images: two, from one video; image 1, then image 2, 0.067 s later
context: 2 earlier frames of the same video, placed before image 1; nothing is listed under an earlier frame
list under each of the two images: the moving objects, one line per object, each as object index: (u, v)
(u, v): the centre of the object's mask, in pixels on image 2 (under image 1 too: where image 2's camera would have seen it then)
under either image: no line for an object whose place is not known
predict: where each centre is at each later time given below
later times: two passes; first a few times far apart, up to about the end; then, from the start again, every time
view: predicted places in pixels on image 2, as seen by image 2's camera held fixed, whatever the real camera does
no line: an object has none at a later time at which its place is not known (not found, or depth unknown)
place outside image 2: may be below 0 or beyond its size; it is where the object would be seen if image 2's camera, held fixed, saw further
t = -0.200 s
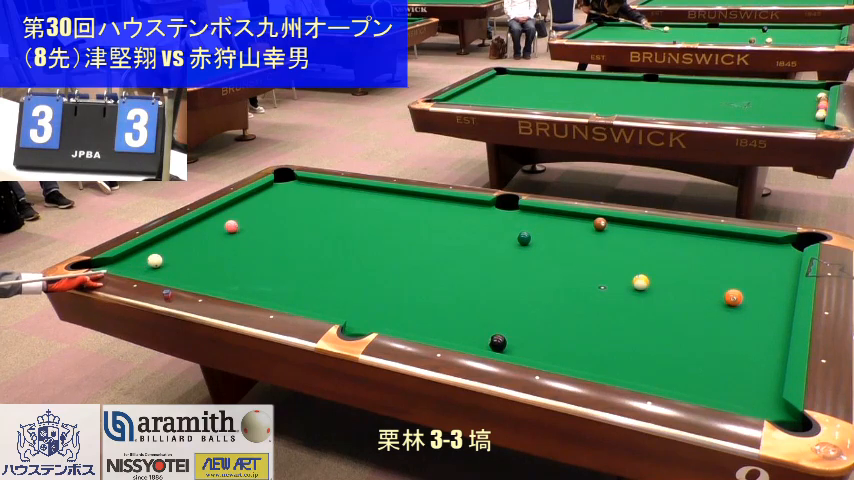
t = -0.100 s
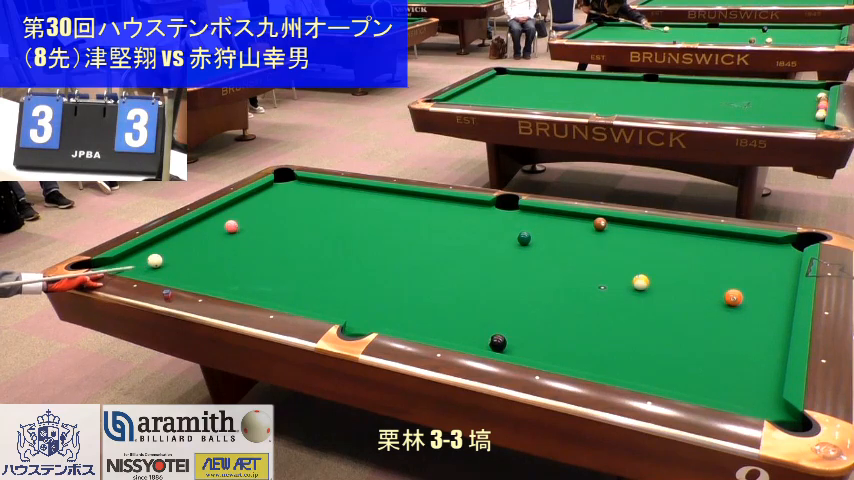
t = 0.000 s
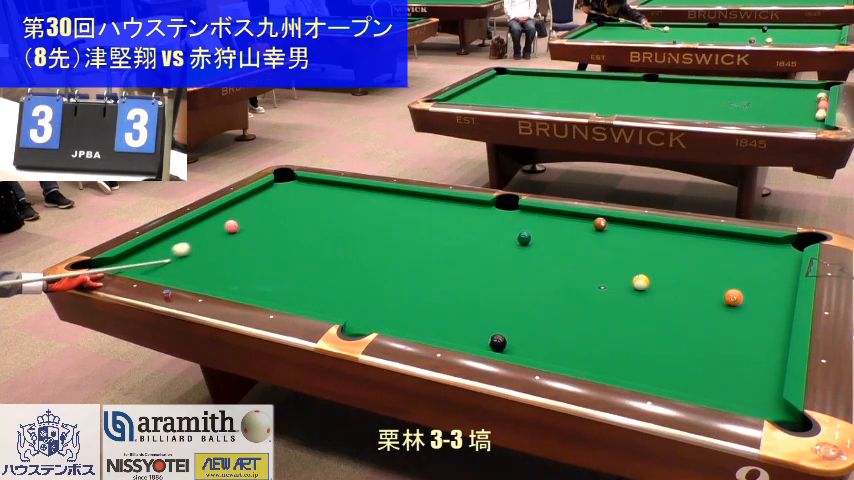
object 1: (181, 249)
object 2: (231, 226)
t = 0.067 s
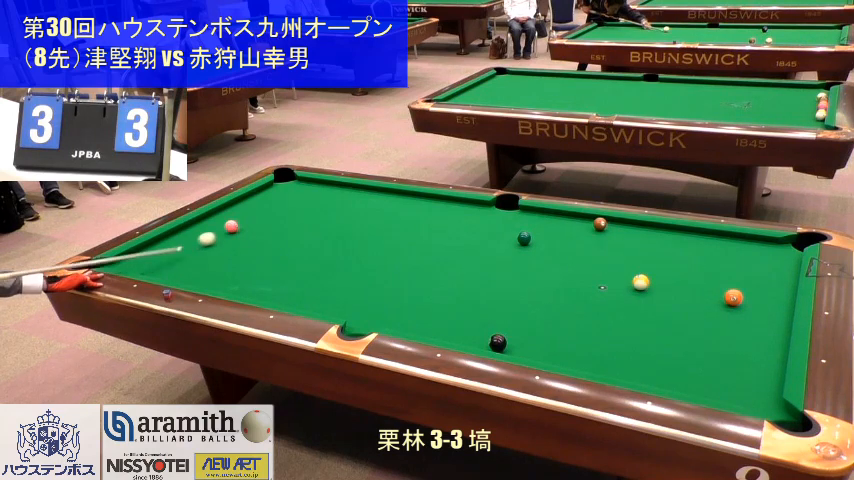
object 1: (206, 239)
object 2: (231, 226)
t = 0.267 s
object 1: (244, 232)
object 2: (250, 210)
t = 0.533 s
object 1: (269, 235)
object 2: (274, 188)
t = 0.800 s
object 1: (293, 239)
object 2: (284, 180)
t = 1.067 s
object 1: (316, 242)
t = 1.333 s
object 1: (339, 244)
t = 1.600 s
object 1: (361, 247)
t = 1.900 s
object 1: (384, 250)
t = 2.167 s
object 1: (404, 253)
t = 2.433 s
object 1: (422, 255)
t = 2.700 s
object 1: (440, 257)
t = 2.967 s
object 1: (456, 259)
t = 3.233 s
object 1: (471, 261)
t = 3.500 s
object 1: (485, 263)
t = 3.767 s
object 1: (498, 265)
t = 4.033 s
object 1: (509, 266)
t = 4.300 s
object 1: (519, 268)
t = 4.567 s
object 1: (527, 269)
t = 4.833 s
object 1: (535, 270)
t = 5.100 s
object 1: (541, 271)
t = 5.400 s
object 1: (546, 272)
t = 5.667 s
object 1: (550, 273)
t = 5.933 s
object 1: (553, 274)
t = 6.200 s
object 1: (554, 274)
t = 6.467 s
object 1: (555, 274)
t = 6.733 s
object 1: (555, 274)
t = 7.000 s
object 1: (555, 274)
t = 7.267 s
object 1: (555, 274)
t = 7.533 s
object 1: (555, 274)
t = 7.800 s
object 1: (555, 274)
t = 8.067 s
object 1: (555, 274)
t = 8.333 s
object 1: (555, 274)
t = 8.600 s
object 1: (555, 274)
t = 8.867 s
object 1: (555, 274)
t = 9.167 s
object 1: (555, 274)
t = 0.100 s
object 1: (218, 234)
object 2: (232, 226)
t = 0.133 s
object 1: (227, 231)
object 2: (234, 223)
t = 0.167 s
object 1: (232, 231)
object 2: (238, 220)
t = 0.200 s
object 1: (237, 231)
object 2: (242, 217)
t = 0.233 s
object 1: (241, 232)
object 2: (246, 213)
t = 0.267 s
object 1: (244, 232)
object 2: (250, 210)
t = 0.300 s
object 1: (247, 233)
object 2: (253, 206)
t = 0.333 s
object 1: (250, 233)
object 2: (256, 203)
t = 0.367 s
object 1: (254, 233)
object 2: (259, 201)
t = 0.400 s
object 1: (257, 234)
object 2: (263, 198)
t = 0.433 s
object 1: (260, 234)
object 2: (266, 195)
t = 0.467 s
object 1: (263, 234)
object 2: (268, 192)
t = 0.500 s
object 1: (266, 235)
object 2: (271, 190)
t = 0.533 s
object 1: (269, 235)
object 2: (274, 188)
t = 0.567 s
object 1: (272, 236)
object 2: (277, 185)
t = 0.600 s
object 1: (275, 236)
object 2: (279, 183)
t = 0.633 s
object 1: (278, 236)
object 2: (282, 180)
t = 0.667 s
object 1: (281, 237)
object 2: (284, 178)
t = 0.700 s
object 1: (284, 237)
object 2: (287, 176)
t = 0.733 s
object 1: (287, 238)
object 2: (288, 175)
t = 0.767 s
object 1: (290, 238)
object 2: (286, 177)
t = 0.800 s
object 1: (293, 239)
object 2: (284, 180)
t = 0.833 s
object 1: (296, 239)
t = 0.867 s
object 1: (299, 239)
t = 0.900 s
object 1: (302, 240)
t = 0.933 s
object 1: (305, 240)
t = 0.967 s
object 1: (308, 241)
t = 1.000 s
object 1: (311, 241)
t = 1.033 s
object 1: (314, 241)
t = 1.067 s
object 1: (316, 242)
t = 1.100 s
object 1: (319, 242)
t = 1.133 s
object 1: (322, 242)
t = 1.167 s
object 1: (325, 243)
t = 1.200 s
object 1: (328, 243)
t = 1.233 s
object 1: (331, 243)
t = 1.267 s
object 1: (334, 244)
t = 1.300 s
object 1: (336, 244)
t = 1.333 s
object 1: (339, 244)
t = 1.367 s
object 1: (342, 245)
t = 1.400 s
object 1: (345, 245)
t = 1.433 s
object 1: (347, 245)
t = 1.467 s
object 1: (350, 246)
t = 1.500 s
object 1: (353, 246)
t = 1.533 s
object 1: (356, 247)
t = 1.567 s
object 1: (358, 247)
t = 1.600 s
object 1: (361, 247)
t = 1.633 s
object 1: (364, 248)
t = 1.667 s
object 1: (366, 248)
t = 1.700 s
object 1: (369, 248)
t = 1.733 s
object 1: (371, 249)
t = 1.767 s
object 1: (374, 249)
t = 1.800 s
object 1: (376, 249)
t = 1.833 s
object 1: (379, 249)
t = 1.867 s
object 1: (382, 250)
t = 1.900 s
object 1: (384, 250)
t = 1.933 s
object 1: (387, 250)
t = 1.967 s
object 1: (389, 251)
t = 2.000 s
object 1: (392, 251)
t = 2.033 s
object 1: (394, 251)
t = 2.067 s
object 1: (397, 252)
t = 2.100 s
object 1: (399, 252)
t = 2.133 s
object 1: (402, 252)
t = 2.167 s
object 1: (404, 253)
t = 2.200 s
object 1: (406, 253)
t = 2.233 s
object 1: (409, 253)
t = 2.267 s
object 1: (411, 254)
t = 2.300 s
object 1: (413, 254)
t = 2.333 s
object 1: (416, 254)
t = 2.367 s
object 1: (418, 255)
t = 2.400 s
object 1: (420, 255)
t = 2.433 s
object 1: (422, 255)
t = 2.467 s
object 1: (425, 255)
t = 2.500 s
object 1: (427, 256)
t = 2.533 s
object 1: (429, 256)
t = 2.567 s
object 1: (431, 256)
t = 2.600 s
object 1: (433, 257)
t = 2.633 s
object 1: (436, 257)
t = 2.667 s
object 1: (438, 257)
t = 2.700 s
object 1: (440, 257)
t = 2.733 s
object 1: (442, 258)
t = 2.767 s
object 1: (444, 258)
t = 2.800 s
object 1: (446, 258)
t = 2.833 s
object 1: (448, 258)
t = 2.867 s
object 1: (450, 259)
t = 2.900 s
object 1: (452, 259)
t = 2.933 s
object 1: (454, 259)
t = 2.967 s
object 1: (456, 259)
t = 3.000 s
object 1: (458, 260)
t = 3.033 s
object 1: (460, 260)
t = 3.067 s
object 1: (462, 260)
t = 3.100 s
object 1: (464, 260)
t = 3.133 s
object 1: (466, 261)
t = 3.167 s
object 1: (467, 261)
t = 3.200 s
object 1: (469, 261)
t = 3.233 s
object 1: (471, 261)
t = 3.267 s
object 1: (473, 262)
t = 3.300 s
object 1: (475, 262)
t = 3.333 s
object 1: (477, 262)
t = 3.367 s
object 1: (478, 263)
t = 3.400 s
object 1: (480, 263)
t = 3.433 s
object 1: (482, 263)
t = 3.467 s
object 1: (483, 263)
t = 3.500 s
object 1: (485, 263)
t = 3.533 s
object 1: (487, 263)
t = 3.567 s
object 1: (488, 264)
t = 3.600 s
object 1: (490, 264)
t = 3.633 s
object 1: (492, 264)
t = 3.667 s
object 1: (493, 264)
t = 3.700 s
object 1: (495, 264)
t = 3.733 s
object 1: (496, 264)
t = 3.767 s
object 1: (498, 265)
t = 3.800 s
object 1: (499, 265)
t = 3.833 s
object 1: (501, 265)
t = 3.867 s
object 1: (502, 265)
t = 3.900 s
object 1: (503, 266)
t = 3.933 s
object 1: (505, 266)
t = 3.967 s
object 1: (506, 266)
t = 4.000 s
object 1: (508, 266)
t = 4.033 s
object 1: (509, 266)
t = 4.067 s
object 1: (510, 266)
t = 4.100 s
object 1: (511, 267)
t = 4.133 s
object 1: (513, 267)
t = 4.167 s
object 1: (514, 267)
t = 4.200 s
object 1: (515, 267)
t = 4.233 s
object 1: (516, 267)
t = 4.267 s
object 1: (517, 268)
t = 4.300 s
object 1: (519, 268)
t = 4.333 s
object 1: (520, 268)
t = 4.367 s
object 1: (521, 268)
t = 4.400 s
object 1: (522, 268)
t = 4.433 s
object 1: (523, 269)
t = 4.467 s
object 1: (524, 269)
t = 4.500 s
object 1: (525, 269)
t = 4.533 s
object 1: (526, 269)
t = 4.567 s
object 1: (527, 269)
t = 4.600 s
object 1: (528, 269)
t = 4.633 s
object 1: (529, 270)
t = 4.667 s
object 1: (530, 270)
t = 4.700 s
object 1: (531, 270)
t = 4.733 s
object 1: (532, 270)
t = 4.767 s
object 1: (533, 270)
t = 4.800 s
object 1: (534, 270)
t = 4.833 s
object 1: (535, 270)
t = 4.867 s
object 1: (535, 271)
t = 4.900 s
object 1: (536, 271)
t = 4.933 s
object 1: (537, 271)
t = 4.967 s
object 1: (538, 271)
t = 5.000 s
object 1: (539, 271)
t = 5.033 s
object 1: (539, 271)
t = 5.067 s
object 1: (540, 271)
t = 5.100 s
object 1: (541, 271)
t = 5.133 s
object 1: (542, 272)
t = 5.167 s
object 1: (542, 272)
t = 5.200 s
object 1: (543, 272)
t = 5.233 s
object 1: (544, 272)
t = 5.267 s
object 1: (544, 272)
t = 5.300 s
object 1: (545, 272)
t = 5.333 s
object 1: (545, 272)
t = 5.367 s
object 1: (546, 272)
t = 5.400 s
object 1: (546, 272)
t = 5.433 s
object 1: (547, 272)
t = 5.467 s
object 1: (548, 273)
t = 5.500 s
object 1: (548, 273)
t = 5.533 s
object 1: (548, 273)
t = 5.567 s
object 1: (549, 273)
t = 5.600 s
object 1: (549, 273)
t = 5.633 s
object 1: (550, 273)
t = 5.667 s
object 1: (550, 273)
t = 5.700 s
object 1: (550, 273)
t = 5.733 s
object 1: (551, 273)
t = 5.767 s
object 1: (551, 273)
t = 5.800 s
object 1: (551, 273)
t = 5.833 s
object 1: (552, 274)
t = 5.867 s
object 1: (552, 274)
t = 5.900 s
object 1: (552, 274)
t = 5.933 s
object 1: (553, 274)
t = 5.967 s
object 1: (553, 274)
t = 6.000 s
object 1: (553, 274)
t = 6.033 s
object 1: (553, 274)
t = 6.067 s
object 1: (553, 274)
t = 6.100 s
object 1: (553, 274)
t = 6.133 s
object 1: (553, 274)
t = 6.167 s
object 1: (554, 274)
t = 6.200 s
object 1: (554, 274)
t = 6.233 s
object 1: (554, 274)
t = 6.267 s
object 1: (554, 274)
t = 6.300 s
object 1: (554, 274)
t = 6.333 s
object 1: (554, 274)
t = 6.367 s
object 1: (555, 274)
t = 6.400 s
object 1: (555, 274)
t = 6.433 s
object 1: (555, 274)
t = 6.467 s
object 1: (555, 274)
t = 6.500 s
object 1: (555, 274)
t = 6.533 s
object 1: (555, 274)
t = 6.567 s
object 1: (555, 274)
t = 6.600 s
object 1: (555, 274)
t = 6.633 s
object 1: (555, 274)
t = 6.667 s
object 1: (555, 274)
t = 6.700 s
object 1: (555, 274)
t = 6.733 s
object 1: (555, 274)
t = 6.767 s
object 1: (555, 274)
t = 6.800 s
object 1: (555, 274)
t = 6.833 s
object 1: (555, 274)
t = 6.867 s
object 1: (555, 274)
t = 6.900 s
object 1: (555, 274)
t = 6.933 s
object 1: (555, 274)
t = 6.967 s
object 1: (555, 274)
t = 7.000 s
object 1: (555, 274)
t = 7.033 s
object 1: (555, 274)
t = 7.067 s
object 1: (555, 274)
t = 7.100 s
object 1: (555, 274)
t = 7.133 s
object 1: (555, 274)
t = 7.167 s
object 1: (555, 274)
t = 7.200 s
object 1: (555, 274)
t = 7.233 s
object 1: (555, 274)
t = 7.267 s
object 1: (555, 274)
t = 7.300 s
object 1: (555, 274)
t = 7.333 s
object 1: (555, 274)
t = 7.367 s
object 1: (555, 274)
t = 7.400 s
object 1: (555, 274)
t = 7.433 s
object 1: (555, 274)
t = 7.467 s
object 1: (555, 274)
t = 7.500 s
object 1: (555, 274)
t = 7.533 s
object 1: (555, 274)
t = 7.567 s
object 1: (555, 274)
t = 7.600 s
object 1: (555, 274)
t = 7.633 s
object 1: (555, 274)
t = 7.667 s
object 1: (555, 274)
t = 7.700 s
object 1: (555, 274)
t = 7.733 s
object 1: (555, 274)
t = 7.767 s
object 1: (555, 274)
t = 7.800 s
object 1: (555, 274)
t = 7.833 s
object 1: (555, 274)
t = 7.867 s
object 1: (555, 274)
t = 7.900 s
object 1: (555, 274)
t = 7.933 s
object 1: (555, 274)
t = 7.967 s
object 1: (555, 274)
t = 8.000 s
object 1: (555, 274)
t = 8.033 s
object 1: (555, 274)
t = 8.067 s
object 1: (555, 274)
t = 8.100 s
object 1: (555, 274)
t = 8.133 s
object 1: (555, 274)
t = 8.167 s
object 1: (555, 274)
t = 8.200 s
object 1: (555, 274)
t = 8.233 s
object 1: (555, 274)
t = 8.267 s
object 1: (555, 274)
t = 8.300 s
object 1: (555, 274)
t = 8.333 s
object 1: (555, 274)
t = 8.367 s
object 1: (555, 274)
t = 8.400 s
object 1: (555, 274)
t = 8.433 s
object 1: (555, 274)
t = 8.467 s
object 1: (555, 274)
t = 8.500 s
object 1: (555, 274)
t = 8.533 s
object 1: (555, 274)
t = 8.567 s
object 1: (555, 274)
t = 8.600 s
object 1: (555, 274)
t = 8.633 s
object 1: (555, 274)
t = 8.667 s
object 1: (555, 274)
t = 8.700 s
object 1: (555, 274)
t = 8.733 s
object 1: (555, 274)
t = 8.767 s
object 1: (555, 274)
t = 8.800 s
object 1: (555, 274)
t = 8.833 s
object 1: (555, 274)
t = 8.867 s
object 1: (555, 274)
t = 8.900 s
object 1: (555, 274)
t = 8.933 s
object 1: (555, 274)
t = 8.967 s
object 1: (555, 274)
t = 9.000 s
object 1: (555, 274)
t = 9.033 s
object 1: (555, 274)
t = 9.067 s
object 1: (555, 274)
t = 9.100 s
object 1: (555, 274)
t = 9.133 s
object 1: (555, 274)
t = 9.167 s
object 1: (555, 274)
